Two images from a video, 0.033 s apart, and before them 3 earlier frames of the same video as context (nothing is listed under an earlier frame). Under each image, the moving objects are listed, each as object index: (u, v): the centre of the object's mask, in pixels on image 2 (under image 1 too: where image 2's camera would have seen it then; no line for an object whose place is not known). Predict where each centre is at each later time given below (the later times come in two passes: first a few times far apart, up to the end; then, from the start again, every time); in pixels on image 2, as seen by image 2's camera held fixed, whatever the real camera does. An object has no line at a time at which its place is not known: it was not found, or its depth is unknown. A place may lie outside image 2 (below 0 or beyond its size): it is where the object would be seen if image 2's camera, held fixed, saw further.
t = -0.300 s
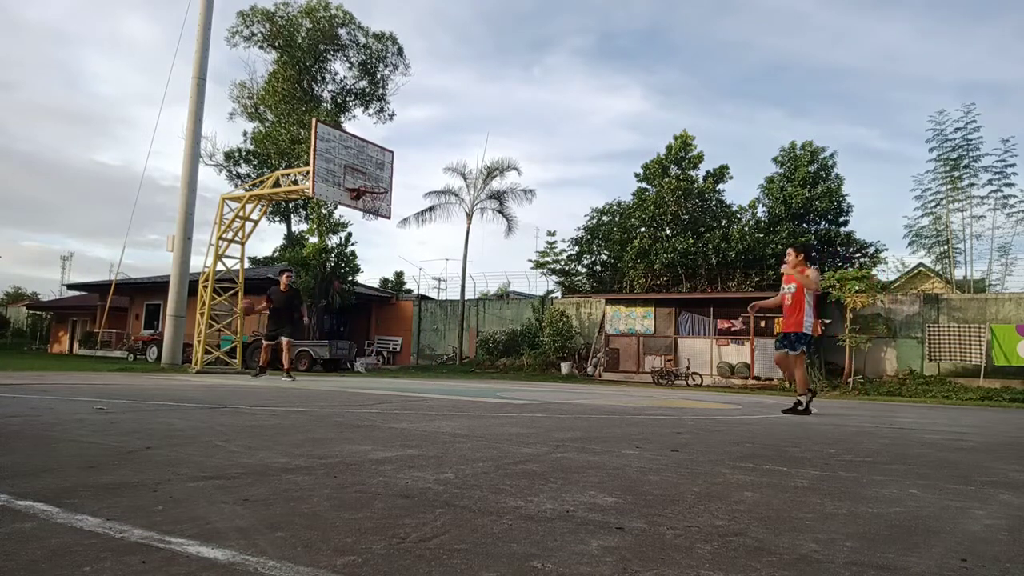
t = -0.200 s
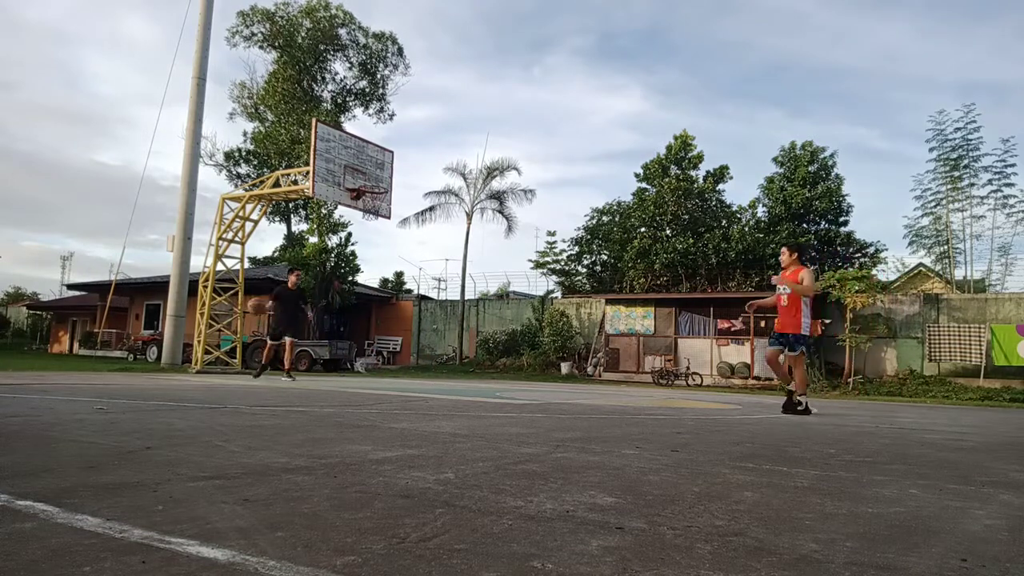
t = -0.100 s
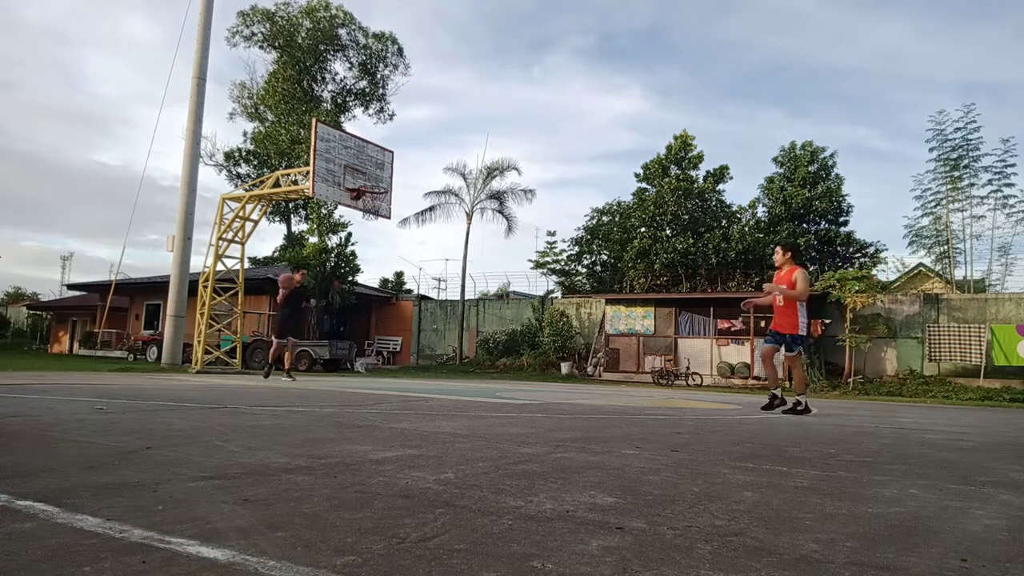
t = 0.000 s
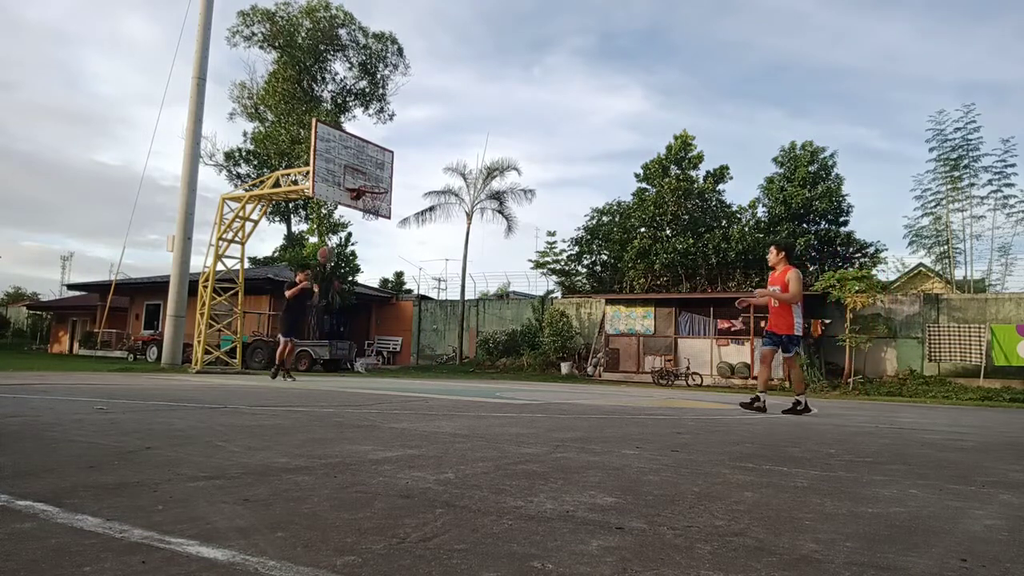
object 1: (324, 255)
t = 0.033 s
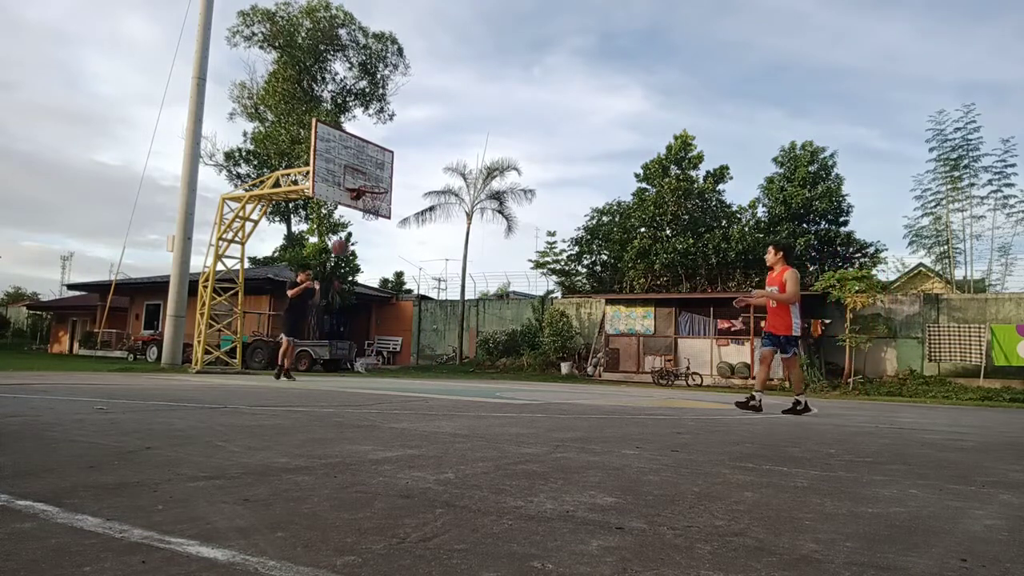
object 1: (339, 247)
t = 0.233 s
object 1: (424, 218)
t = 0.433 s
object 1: (517, 216)
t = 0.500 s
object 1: (550, 223)
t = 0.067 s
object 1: (353, 241)
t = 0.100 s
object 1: (367, 235)
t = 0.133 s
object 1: (381, 229)
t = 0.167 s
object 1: (395, 224)
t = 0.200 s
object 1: (409, 221)
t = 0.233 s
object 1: (424, 218)
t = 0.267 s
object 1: (439, 215)
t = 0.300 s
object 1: (454, 214)
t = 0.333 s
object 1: (469, 213)
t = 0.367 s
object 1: (484, 213)
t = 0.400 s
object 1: (500, 214)
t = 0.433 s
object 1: (517, 216)
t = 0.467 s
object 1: (533, 219)
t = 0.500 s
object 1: (550, 223)
